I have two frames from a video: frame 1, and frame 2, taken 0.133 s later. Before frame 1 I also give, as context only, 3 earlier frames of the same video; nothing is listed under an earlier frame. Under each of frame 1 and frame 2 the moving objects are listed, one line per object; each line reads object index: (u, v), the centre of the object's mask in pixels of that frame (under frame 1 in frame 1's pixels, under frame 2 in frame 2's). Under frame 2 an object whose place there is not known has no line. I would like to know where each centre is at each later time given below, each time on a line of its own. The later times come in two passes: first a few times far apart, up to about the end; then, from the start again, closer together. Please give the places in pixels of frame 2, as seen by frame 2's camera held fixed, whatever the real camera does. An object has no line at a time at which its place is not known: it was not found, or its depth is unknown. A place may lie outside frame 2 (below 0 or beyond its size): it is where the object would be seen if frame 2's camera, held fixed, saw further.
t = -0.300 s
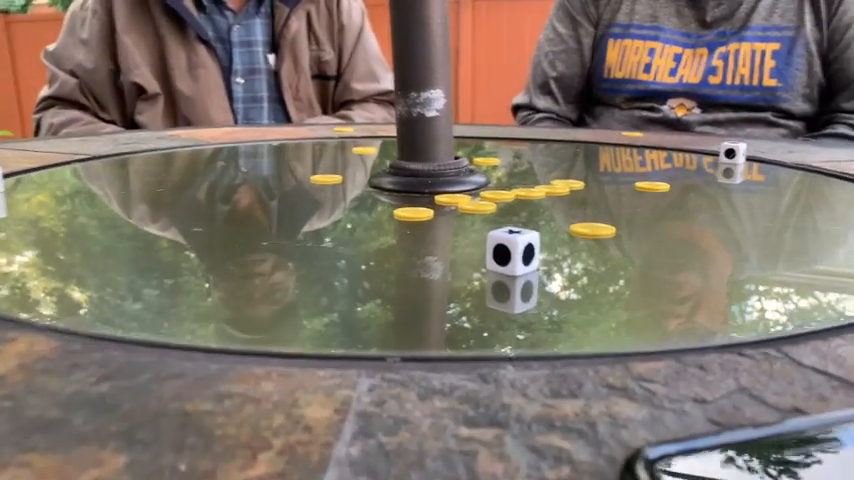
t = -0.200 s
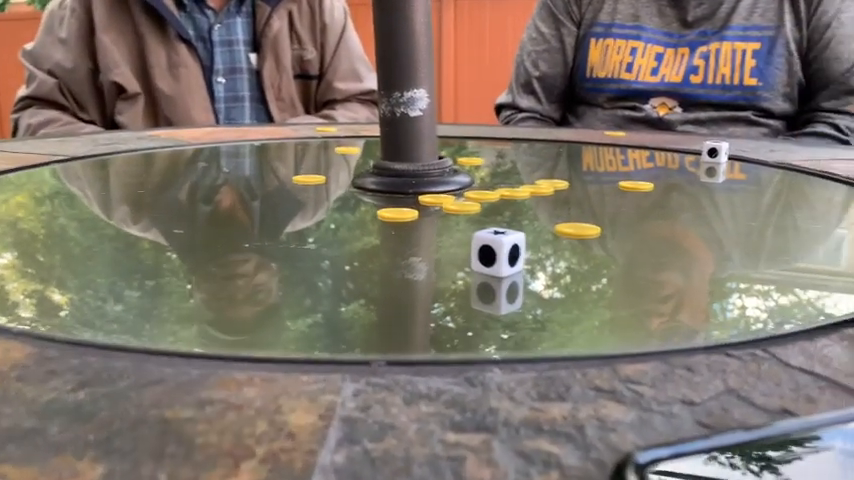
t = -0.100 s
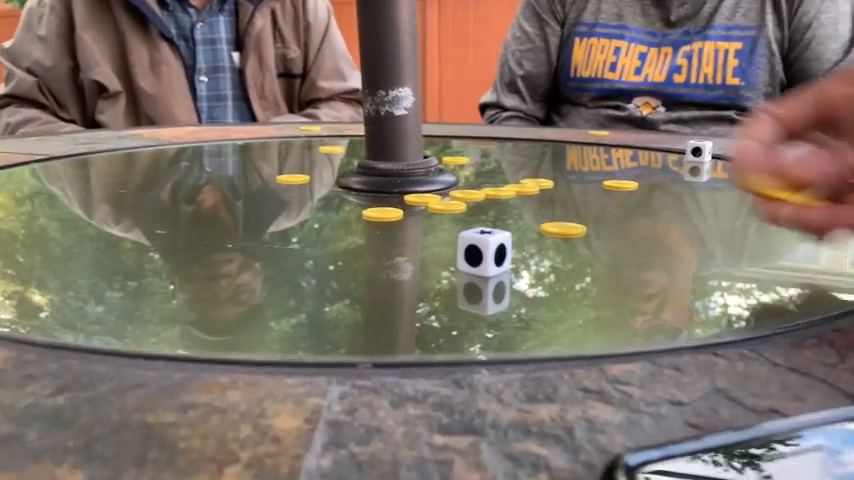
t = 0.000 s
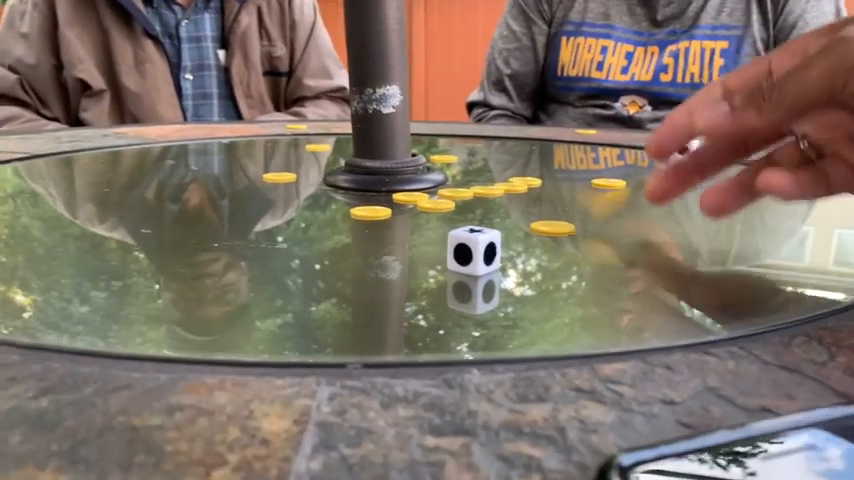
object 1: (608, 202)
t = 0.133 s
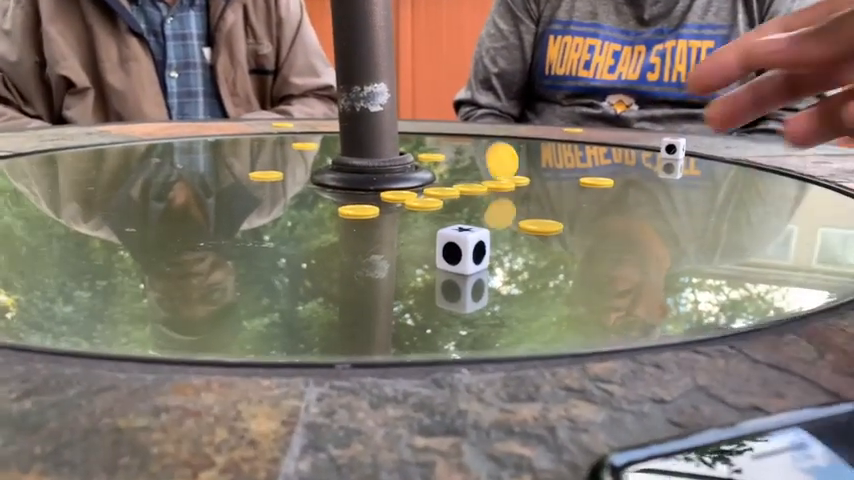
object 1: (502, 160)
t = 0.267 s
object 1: (490, 151)
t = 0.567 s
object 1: (481, 152)
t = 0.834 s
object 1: (480, 153)
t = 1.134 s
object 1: (479, 154)
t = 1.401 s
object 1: (478, 157)
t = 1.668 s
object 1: (478, 157)
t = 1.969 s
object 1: (478, 157)
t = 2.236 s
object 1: (478, 157)
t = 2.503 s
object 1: (477, 157)
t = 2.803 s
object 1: (478, 158)
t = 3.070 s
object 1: (478, 158)
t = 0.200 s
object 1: (498, 159)
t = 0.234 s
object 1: (494, 148)
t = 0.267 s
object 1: (490, 151)
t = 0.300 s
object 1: (487, 150)
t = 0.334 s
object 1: (486, 150)
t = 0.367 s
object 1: (486, 149)
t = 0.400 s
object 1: (485, 148)
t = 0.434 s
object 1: (487, 148)
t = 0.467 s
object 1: (487, 153)
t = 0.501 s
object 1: (485, 150)
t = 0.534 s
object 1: (483, 149)
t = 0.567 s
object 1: (481, 152)
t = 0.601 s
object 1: (479, 149)
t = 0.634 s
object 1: (476, 151)
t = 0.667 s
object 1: (475, 152)
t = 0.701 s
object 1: (476, 151)
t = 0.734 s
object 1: (477, 153)
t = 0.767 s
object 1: (478, 151)
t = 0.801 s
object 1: (480, 153)
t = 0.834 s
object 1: (480, 153)
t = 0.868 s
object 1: (480, 152)
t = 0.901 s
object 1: (479, 153)
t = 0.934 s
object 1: (477, 153)
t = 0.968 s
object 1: (477, 154)
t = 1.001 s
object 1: (477, 154)
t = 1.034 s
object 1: (477, 155)
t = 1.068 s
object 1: (478, 154)
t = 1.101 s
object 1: (479, 155)
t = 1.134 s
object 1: (479, 154)
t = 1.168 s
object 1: (478, 154)
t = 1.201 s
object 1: (477, 156)
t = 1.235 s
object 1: (477, 155)
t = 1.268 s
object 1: (477, 156)
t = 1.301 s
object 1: (479, 156)
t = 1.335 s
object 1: (479, 155)
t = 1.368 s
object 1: (478, 156)
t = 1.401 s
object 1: (478, 157)
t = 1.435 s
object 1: (478, 156)
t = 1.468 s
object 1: (478, 157)
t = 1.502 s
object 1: (478, 157)
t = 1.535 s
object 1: (478, 157)
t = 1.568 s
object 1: (478, 157)
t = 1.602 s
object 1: (478, 157)
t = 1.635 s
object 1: (478, 158)
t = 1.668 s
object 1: (478, 157)
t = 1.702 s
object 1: (478, 157)
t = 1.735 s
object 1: (478, 157)
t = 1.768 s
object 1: (478, 157)
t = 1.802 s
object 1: (478, 157)
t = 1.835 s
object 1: (478, 157)
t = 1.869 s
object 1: (478, 157)
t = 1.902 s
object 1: (478, 157)
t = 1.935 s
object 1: (478, 158)
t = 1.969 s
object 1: (478, 157)
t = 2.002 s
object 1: (478, 157)
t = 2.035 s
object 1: (478, 157)
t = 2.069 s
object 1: (477, 157)
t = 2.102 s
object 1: (478, 158)
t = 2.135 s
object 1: (478, 157)
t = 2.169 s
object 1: (478, 158)
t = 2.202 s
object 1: (478, 158)
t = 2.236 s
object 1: (478, 157)
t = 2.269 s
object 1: (478, 157)
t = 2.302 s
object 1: (478, 157)
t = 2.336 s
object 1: (478, 158)
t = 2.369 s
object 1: (478, 158)
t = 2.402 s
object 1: (478, 158)
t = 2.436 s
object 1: (478, 158)
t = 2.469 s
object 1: (478, 158)
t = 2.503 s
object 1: (477, 157)
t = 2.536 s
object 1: (477, 157)
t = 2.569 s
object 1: (477, 157)
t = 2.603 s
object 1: (477, 158)
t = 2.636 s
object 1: (478, 158)
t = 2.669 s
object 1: (478, 158)
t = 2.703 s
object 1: (477, 157)
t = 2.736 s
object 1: (477, 158)
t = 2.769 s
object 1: (477, 158)
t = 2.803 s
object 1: (478, 158)
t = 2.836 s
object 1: (478, 158)
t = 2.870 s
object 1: (478, 158)
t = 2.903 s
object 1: (478, 157)
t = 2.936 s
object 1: (478, 157)
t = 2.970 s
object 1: (477, 157)
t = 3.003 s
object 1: (478, 157)
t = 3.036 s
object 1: (477, 157)
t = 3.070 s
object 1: (478, 158)
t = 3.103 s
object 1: (478, 158)
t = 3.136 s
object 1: (478, 157)
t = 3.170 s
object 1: (478, 158)
